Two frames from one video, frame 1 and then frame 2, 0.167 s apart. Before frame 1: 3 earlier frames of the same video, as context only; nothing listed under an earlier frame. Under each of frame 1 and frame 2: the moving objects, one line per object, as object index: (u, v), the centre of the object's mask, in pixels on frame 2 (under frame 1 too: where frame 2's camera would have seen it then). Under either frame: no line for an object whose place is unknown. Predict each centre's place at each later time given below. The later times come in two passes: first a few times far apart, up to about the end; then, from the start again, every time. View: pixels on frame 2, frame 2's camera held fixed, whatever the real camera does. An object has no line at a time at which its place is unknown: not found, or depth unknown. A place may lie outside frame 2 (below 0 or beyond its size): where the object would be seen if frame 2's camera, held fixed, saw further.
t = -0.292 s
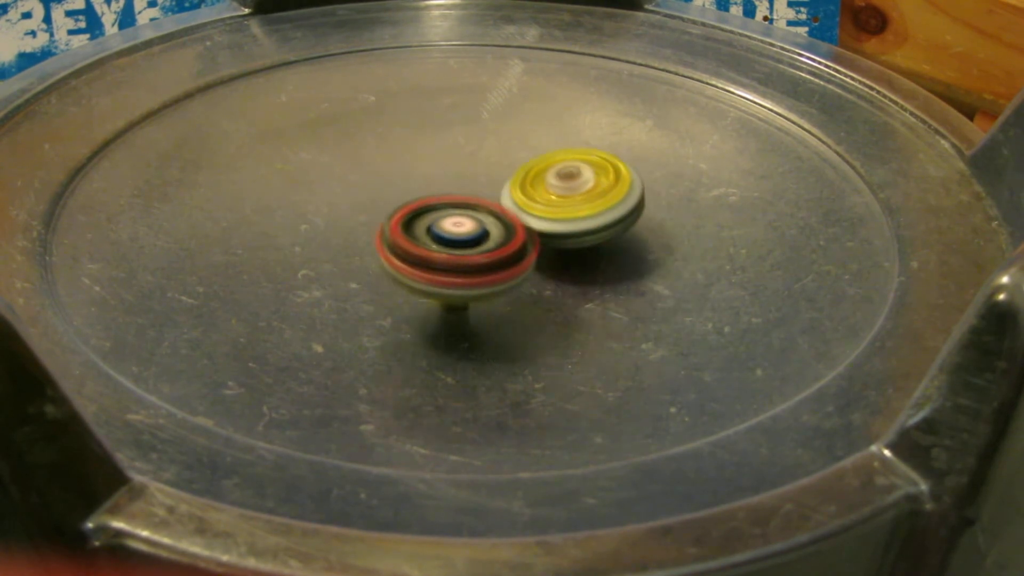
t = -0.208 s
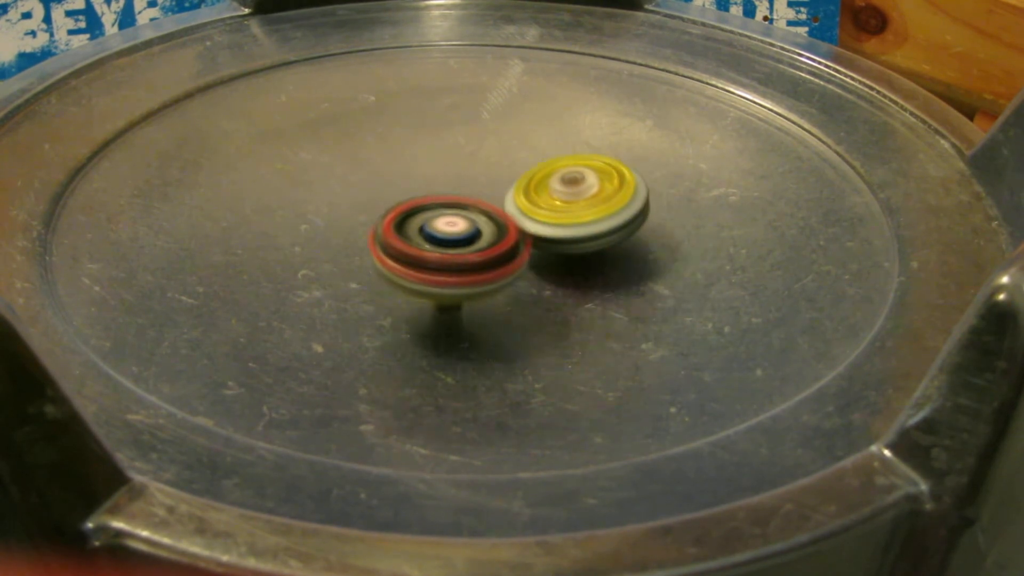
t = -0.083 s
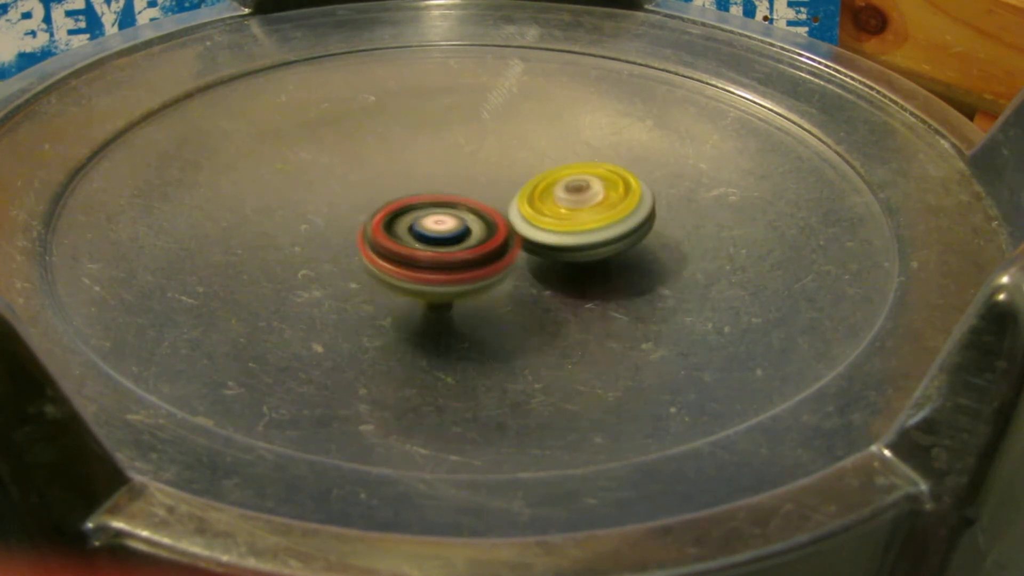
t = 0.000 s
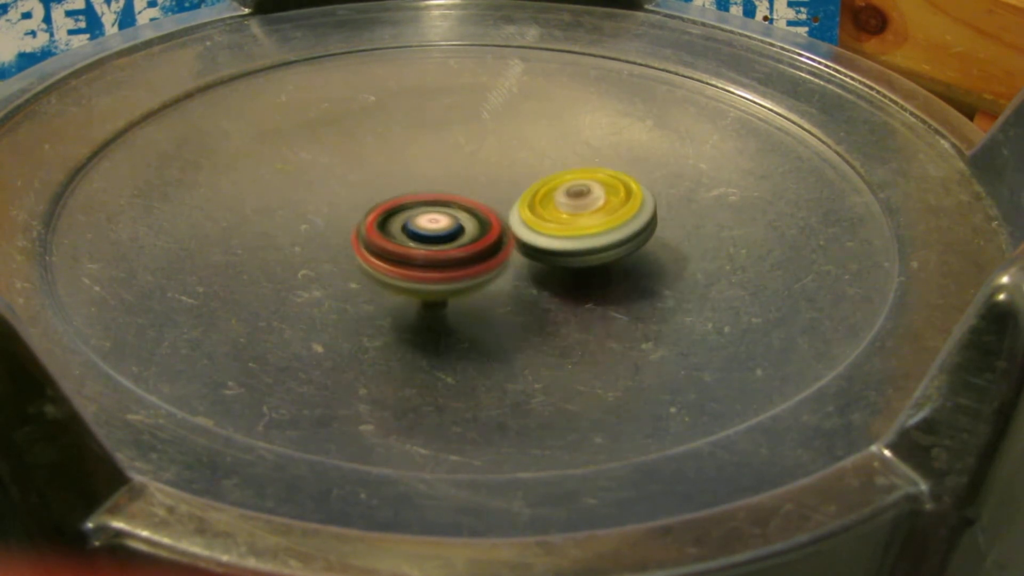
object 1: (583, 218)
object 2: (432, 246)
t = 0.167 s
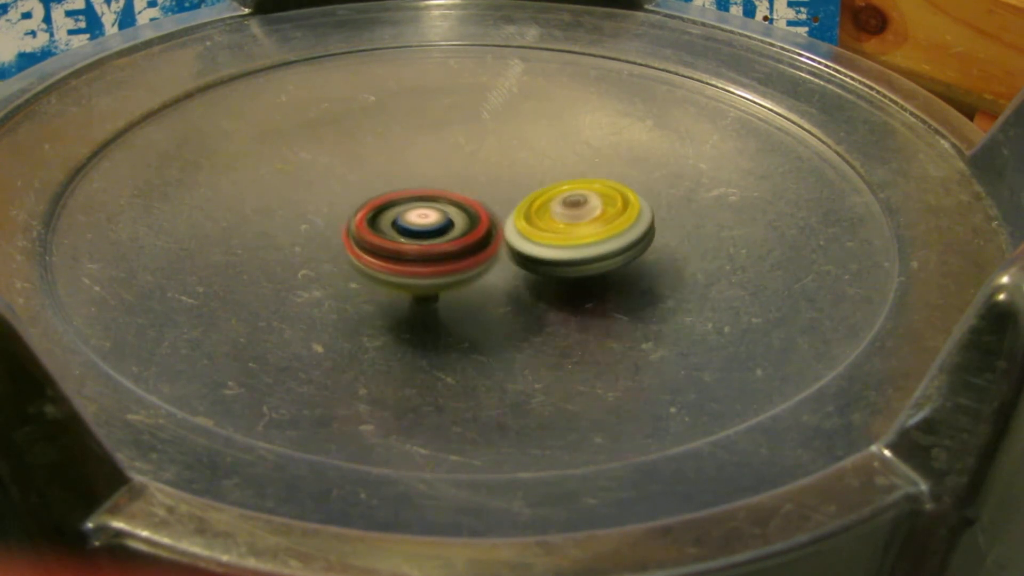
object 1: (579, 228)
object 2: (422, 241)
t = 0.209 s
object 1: (577, 231)
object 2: (421, 239)
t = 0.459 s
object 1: (563, 252)
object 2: (408, 223)
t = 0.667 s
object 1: (549, 263)
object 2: (404, 213)
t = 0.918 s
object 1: (518, 272)
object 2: (400, 203)
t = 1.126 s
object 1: (485, 277)
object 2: (397, 192)
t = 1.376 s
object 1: (450, 277)
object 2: (395, 170)
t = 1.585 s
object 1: (425, 270)
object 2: (401, 167)
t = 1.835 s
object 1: (402, 257)
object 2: (413, 166)
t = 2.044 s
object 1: (383, 252)
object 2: (435, 162)
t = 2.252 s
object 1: (375, 240)
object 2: (456, 166)
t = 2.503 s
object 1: (354, 238)
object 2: (545, 144)
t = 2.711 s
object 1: (365, 217)
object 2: (574, 143)
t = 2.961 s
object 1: (364, 193)
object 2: (584, 146)
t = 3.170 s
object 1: (376, 187)
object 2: (578, 152)
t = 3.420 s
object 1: (413, 180)
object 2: (565, 164)
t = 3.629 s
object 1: (432, 173)
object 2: (568, 182)
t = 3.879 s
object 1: (454, 171)
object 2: (571, 213)
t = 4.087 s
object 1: (488, 176)
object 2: (580, 250)
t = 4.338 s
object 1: (533, 182)
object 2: (583, 261)
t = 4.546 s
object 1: (563, 185)
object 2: (582, 260)
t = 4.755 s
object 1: (585, 185)
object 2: (570, 255)
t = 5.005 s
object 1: (600, 200)
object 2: (489, 262)
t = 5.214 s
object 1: (580, 215)
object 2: (439, 251)
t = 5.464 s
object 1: (567, 231)
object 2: (376, 238)
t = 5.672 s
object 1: (561, 240)
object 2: (283, 220)
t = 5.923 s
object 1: (512, 256)
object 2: (287, 215)
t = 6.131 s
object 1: (469, 266)
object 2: (311, 216)
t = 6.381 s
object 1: (462, 270)
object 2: (298, 178)
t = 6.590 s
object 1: (411, 260)
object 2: (326, 173)
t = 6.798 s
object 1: (376, 252)
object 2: (354, 162)
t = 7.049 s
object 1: (352, 239)
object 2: (393, 151)
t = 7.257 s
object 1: (343, 227)
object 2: (414, 144)
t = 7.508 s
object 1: (348, 213)
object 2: (433, 138)
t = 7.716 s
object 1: (363, 206)
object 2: (458, 135)
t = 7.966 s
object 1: (367, 204)
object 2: (530, 121)
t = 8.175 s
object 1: (400, 204)
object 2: (568, 127)
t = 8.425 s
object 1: (419, 207)
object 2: (617, 117)
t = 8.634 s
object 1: (411, 243)
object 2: (741, 91)
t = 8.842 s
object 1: (501, 245)
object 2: (704, 122)
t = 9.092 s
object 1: (510, 266)
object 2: (655, 123)
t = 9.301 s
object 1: (550, 273)
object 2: (615, 140)
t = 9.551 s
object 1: (594, 269)
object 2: (566, 169)
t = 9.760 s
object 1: (575, 272)
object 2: (537, 169)
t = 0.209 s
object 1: (577, 231)
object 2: (421, 239)
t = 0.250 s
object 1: (575, 234)
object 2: (419, 237)
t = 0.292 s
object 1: (572, 237)
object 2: (419, 235)
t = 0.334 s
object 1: (569, 240)
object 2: (418, 234)
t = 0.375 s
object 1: (568, 242)
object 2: (415, 230)
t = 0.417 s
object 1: (567, 247)
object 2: (410, 226)
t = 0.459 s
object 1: (563, 252)
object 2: (408, 223)
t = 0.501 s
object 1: (561, 255)
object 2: (407, 221)
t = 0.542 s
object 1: (559, 258)
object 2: (406, 219)
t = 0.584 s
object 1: (557, 260)
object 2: (405, 217)
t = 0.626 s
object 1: (553, 262)
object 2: (404, 215)
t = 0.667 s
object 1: (549, 263)
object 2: (404, 213)
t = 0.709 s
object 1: (546, 265)
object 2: (403, 212)
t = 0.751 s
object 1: (539, 267)
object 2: (402, 210)
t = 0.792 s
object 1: (534, 269)
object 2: (402, 208)
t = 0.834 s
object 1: (529, 270)
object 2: (401, 206)
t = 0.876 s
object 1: (524, 271)
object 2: (401, 204)
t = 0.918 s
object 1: (518, 272)
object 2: (400, 203)
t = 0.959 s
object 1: (511, 273)
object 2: (400, 201)
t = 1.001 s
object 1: (504, 273)
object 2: (400, 199)
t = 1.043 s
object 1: (496, 274)
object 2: (400, 198)
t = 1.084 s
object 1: (489, 275)
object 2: (400, 197)
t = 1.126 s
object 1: (485, 277)
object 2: (397, 192)
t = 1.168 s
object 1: (480, 280)
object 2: (391, 181)
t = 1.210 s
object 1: (473, 280)
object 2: (391, 176)
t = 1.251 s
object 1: (467, 279)
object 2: (393, 174)
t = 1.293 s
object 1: (461, 279)
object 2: (394, 172)
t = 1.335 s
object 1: (455, 278)
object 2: (394, 172)
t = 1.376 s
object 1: (450, 277)
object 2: (395, 170)
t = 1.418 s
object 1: (445, 276)
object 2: (396, 169)
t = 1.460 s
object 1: (439, 274)
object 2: (397, 168)
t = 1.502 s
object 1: (434, 273)
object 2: (398, 168)
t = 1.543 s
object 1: (430, 271)
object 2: (400, 167)
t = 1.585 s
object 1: (425, 270)
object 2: (401, 167)
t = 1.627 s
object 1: (421, 268)
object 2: (403, 166)
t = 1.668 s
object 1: (418, 266)
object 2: (404, 166)
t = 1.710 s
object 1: (414, 264)
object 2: (406, 166)
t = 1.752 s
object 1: (411, 262)
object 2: (408, 166)
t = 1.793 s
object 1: (406, 260)
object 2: (411, 166)
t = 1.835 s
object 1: (402, 257)
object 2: (413, 166)
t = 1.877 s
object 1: (398, 255)
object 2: (416, 167)
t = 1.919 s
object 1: (395, 254)
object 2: (421, 166)
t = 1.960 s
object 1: (389, 256)
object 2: (426, 162)
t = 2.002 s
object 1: (385, 254)
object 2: (430, 162)
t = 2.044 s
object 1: (383, 252)
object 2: (435, 162)
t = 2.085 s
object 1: (381, 250)
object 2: (439, 163)
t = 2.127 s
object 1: (379, 248)
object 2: (443, 164)
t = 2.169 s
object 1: (377, 245)
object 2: (447, 165)
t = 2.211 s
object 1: (376, 243)
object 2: (452, 165)
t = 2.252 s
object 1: (375, 240)
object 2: (456, 166)
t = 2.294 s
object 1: (374, 238)
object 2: (460, 167)
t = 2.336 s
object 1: (373, 235)
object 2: (464, 168)
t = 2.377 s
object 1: (365, 234)
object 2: (478, 160)
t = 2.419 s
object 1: (354, 239)
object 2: (505, 152)
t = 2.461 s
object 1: (351, 240)
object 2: (530, 146)
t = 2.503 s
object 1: (354, 238)
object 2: (545, 144)
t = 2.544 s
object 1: (358, 234)
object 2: (555, 143)
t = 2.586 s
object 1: (359, 231)
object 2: (560, 144)
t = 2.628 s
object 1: (360, 226)
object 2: (565, 143)
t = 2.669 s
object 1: (363, 221)
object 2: (570, 143)
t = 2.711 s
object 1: (365, 217)
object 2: (574, 143)
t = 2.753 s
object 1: (365, 213)
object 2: (577, 143)
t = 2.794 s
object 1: (365, 209)
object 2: (579, 144)
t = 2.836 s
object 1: (365, 205)
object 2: (581, 144)
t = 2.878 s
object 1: (365, 201)
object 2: (582, 145)
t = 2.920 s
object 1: (364, 197)
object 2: (583, 145)
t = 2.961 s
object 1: (364, 193)
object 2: (584, 146)
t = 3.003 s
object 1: (364, 191)
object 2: (584, 147)
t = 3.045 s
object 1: (365, 189)
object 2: (583, 148)
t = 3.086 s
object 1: (368, 188)
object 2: (582, 149)
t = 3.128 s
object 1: (371, 188)
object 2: (580, 150)
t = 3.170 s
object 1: (376, 187)
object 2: (578, 152)
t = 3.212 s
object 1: (381, 186)
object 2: (577, 153)
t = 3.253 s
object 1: (387, 185)
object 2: (574, 155)
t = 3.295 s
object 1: (393, 184)
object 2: (572, 157)
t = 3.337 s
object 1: (400, 183)
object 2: (570, 159)
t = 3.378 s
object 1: (407, 181)
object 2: (568, 162)
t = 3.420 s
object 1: (413, 180)
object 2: (565, 164)
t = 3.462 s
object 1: (420, 179)
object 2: (563, 167)
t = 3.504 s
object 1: (426, 179)
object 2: (561, 170)
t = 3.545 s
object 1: (427, 177)
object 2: (566, 174)
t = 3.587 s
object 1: (430, 174)
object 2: (569, 178)
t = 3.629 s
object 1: (432, 173)
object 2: (568, 182)
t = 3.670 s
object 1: (435, 173)
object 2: (566, 185)
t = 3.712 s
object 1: (439, 174)
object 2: (565, 189)
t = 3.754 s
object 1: (443, 174)
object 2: (565, 193)
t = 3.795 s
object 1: (446, 173)
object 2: (564, 200)
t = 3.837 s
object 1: (450, 173)
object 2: (561, 204)
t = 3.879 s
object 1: (454, 171)
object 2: (571, 213)
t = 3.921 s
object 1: (459, 171)
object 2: (579, 224)
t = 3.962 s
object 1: (467, 173)
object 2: (580, 234)
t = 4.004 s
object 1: (473, 174)
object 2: (579, 242)
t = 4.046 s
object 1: (481, 175)
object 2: (579, 247)
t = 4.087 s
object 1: (488, 176)
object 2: (580, 250)
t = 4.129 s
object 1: (495, 178)
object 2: (580, 253)
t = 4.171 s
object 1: (502, 178)
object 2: (581, 254)
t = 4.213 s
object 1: (510, 179)
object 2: (581, 257)
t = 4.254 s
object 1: (518, 180)
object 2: (582, 258)
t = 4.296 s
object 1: (526, 181)
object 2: (582, 260)
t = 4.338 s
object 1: (533, 182)
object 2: (583, 261)
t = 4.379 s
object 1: (540, 183)
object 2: (584, 262)
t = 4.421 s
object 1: (546, 184)
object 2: (584, 262)
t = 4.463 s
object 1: (552, 184)
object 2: (584, 261)
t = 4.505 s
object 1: (557, 185)
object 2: (584, 261)
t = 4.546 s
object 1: (563, 185)
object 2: (582, 260)
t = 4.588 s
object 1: (569, 185)
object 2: (580, 259)
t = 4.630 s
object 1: (574, 185)
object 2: (578, 258)
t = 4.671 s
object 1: (578, 185)
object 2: (576, 257)
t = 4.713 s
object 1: (581, 184)
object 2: (573, 256)
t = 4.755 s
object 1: (585, 185)
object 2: (570, 255)
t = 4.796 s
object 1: (588, 185)
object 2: (565, 254)
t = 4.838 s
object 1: (594, 187)
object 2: (553, 256)
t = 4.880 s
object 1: (599, 189)
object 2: (544, 255)
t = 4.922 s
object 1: (602, 192)
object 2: (537, 254)
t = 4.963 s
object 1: (602, 197)
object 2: (512, 261)
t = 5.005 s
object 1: (600, 200)
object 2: (489, 262)
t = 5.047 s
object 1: (597, 202)
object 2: (473, 261)
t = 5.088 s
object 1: (593, 205)
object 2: (462, 258)
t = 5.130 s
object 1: (589, 208)
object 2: (453, 256)
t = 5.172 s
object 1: (585, 211)
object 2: (445, 253)
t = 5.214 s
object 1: (580, 215)
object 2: (439, 251)
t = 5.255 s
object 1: (576, 218)
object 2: (432, 249)
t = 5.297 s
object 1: (571, 221)
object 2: (427, 247)
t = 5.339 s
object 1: (567, 225)
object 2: (422, 245)
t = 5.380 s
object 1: (562, 228)
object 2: (417, 243)
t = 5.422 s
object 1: (558, 232)
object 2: (413, 240)
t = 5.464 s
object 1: (567, 231)
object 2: (376, 238)
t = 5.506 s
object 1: (581, 232)
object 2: (334, 236)
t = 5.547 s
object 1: (582, 233)
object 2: (308, 230)
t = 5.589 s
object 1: (576, 235)
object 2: (293, 225)
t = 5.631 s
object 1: (569, 238)
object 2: (287, 222)
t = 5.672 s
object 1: (561, 240)
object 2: (283, 220)
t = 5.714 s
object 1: (554, 242)
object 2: (281, 218)
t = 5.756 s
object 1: (546, 245)
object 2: (281, 217)
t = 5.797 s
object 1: (538, 248)
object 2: (280, 216)
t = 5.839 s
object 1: (529, 251)
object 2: (282, 216)
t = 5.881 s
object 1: (520, 253)
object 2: (284, 215)
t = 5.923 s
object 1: (512, 256)
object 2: (287, 215)
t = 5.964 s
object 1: (502, 258)
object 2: (291, 215)
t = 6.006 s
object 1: (493, 261)
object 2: (295, 215)
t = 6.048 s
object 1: (485, 263)
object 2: (300, 215)
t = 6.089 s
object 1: (476, 265)
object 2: (305, 216)
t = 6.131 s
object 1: (469, 266)
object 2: (311, 216)
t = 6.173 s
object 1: (461, 268)
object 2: (317, 216)
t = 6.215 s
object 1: (470, 271)
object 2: (304, 200)
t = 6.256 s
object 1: (482, 274)
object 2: (286, 192)
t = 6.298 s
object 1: (481, 273)
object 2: (283, 185)
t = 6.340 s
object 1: (473, 272)
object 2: (290, 180)
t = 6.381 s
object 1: (462, 270)
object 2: (298, 178)
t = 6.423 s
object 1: (451, 268)
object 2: (304, 177)
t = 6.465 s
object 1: (441, 266)
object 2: (310, 176)
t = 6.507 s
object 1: (430, 264)
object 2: (315, 175)
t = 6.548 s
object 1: (421, 262)
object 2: (320, 175)
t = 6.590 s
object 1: (411, 260)
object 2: (326, 173)
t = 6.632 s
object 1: (403, 258)
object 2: (331, 172)
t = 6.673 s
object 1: (395, 256)
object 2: (337, 170)
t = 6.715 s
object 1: (389, 254)
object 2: (342, 168)
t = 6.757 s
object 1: (382, 252)
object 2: (348, 166)
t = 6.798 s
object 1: (376, 252)
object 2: (354, 162)
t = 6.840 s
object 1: (371, 250)
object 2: (363, 159)
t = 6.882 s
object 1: (367, 249)
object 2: (371, 158)
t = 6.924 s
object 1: (363, 247)
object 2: (377, 156)
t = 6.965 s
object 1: (359, 244)
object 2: (383, 154)
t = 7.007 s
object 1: (356, 242)
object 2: (388, 153)
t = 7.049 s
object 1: (352, 239)
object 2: (393, 151)
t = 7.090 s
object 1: (350, 236)
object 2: (397, 149)
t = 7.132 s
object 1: (347, 234)
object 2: (402, 148)
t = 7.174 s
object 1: (345, 231)
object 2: (407, 147)
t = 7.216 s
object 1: (344, 229)
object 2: (411, 146)
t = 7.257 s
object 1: (343, 227)
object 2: (414, 144)
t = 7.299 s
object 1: (343, 224)
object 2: (418, 142)
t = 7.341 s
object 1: (343, 222)
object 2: (421, 141)
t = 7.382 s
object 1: (344, 219)
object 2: (424, 140)
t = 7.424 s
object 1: (345, 217)
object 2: (427, 139)
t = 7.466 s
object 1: (347, 215)
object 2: (430, 139)
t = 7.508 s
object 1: (348, 213)
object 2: (433, 138)
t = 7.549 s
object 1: (350, 211)
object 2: (437, 137)
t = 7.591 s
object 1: (350, 211)
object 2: (446, 134)
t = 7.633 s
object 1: (354, 210)
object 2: (452, 134)
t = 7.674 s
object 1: (359, 208)
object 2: (455, 134)
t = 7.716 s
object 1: (363, 206)
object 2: (458, 135)
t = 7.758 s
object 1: (367, 204)
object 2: (463, 135)
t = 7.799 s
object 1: (370, 203)
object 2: (470, 134)
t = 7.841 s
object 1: (375, 201)
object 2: (481, 134)
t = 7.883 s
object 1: (381, 199)
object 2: (486, 135)
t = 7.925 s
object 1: (378, 199)
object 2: (499, 130)
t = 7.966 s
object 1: (367, 204)
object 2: (530, 121)
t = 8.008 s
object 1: (367, 206)
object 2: (552, 117)
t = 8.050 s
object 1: (373, 206)
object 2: (561, 119)
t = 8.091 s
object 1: (382, 205)
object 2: (565, 121)
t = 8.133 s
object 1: (391, 205)
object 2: (567, 124)
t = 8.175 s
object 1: (400, 204)
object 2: (568, 127)
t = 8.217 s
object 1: (410, 203)
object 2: (570, 130)
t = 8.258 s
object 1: (420, 202)
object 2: (570, 133)
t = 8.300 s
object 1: (430, 200)
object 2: (571, 136)
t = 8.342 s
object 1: (440, 199)
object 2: (571, 138)
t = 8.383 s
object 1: (448, 197)
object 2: (571, 140)
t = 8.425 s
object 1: (419, 207)
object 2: (617, 117)
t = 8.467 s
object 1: (392, 219)
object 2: (670, 99)
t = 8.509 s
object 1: (380, 228)
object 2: (713, 88)
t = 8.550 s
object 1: (380, 234)
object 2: (734, 86)
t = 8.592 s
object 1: (394, 239)
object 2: (740, 88)
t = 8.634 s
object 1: (411, 243)
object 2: (741, 91)
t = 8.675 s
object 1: (429, 245)
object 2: (738, 94)
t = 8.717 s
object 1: (447, 247)
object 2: (734, 99)
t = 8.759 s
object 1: (465, 247)
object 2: (726, 106)
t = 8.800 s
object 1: (483, 246)
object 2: (716, 113)
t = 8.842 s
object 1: (501, 245)
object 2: (704, 122)
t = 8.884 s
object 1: (518, 243)
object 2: (688, 132)
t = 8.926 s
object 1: (534, 240)
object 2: (672, 141)
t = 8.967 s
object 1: (549, 238)
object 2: (653, 150)
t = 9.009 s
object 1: (545, 244)
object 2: (647, 146)
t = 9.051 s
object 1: (524, 257)
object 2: (657, 129)
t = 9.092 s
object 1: (510, 266)
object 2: (655, 123)
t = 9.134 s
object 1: (508, 269)
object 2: (648, 123)
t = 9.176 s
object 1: (515, 270)
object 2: (640, 126)
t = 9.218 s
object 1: (527, 271)
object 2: (632, 131)
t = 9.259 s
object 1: (538, 272)
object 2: (623, 136)
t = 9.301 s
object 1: (550, 273)
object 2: (615, 140)
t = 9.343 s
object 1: (560, 272)
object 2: (607, 146)
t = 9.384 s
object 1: (570, 272)
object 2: (599, 151)
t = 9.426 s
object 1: (579, 271)
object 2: (592, 156)
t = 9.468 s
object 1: (585, 271)
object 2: (584, 160)
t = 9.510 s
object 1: (590, 270)
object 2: (575, 164)
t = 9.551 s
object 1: (594, 269)
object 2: (566, 169)
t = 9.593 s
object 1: (596, 268)
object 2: (557, 173)
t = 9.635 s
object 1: (590, 272)
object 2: (555, 171)
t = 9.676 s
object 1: (583, 275)
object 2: (550, 167)
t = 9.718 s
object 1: (578, 274)
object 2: (541, 167)
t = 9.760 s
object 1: (575, 272)
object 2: (537, 169)
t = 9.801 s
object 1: (572, 270)
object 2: (535, 171)
